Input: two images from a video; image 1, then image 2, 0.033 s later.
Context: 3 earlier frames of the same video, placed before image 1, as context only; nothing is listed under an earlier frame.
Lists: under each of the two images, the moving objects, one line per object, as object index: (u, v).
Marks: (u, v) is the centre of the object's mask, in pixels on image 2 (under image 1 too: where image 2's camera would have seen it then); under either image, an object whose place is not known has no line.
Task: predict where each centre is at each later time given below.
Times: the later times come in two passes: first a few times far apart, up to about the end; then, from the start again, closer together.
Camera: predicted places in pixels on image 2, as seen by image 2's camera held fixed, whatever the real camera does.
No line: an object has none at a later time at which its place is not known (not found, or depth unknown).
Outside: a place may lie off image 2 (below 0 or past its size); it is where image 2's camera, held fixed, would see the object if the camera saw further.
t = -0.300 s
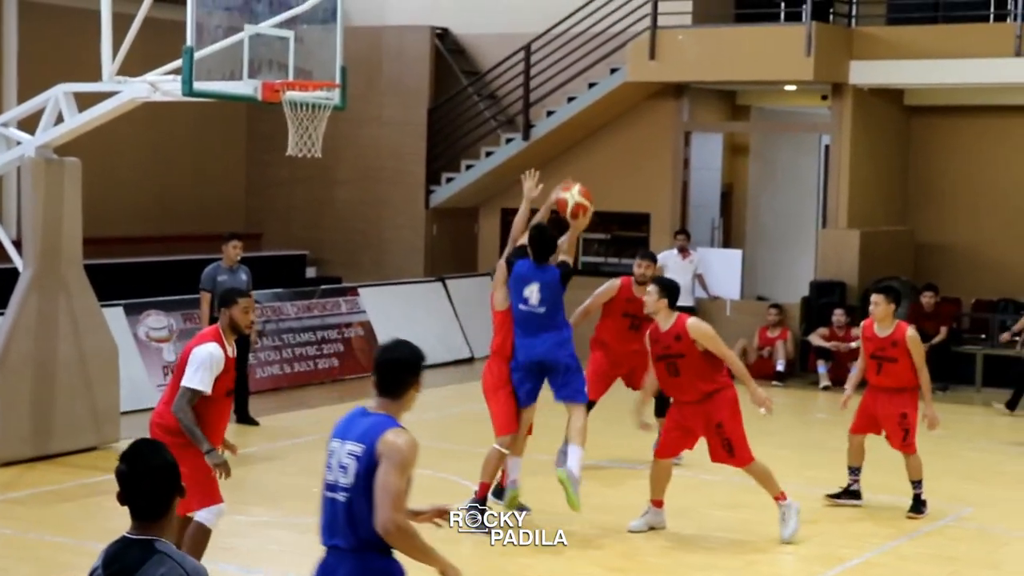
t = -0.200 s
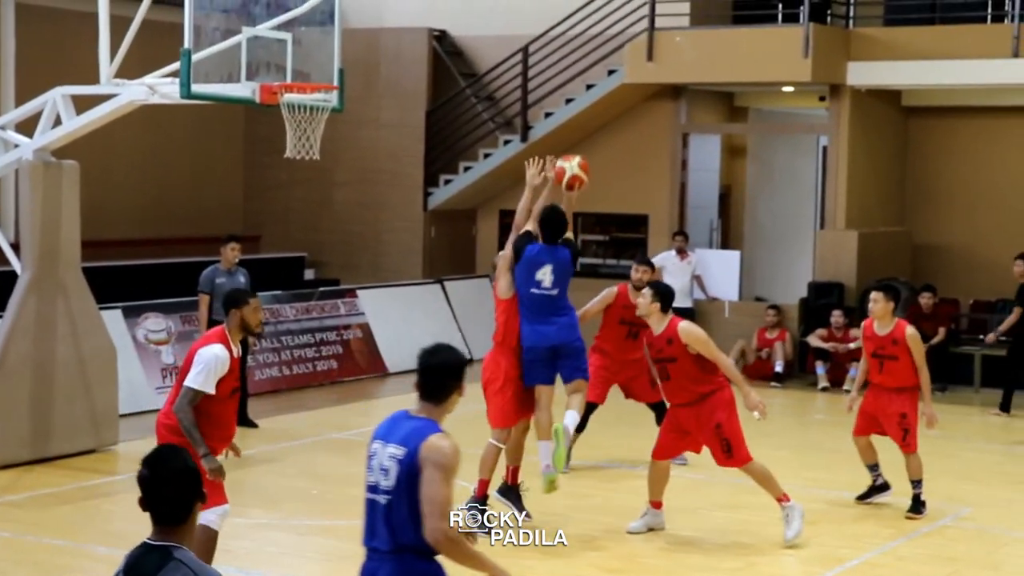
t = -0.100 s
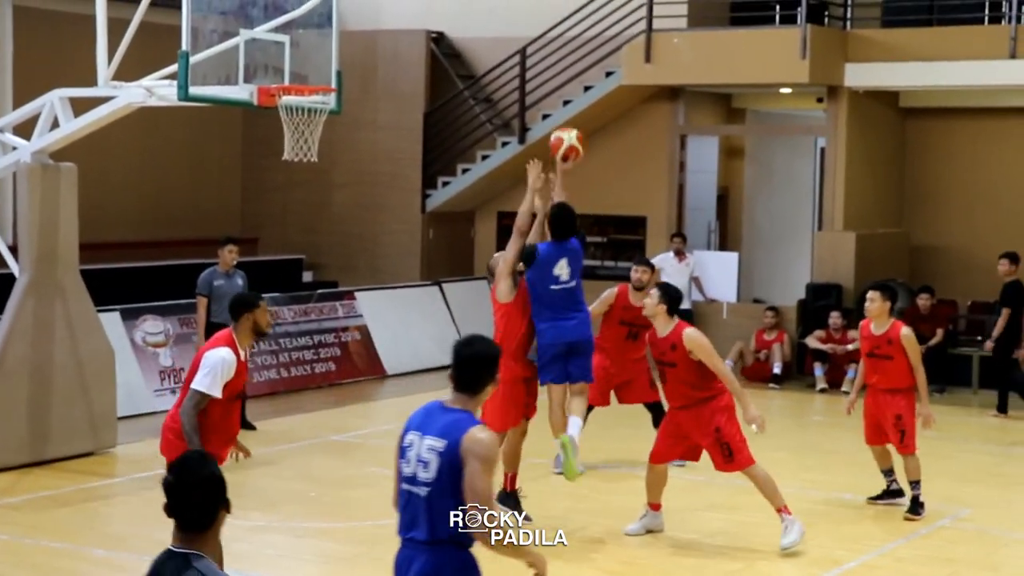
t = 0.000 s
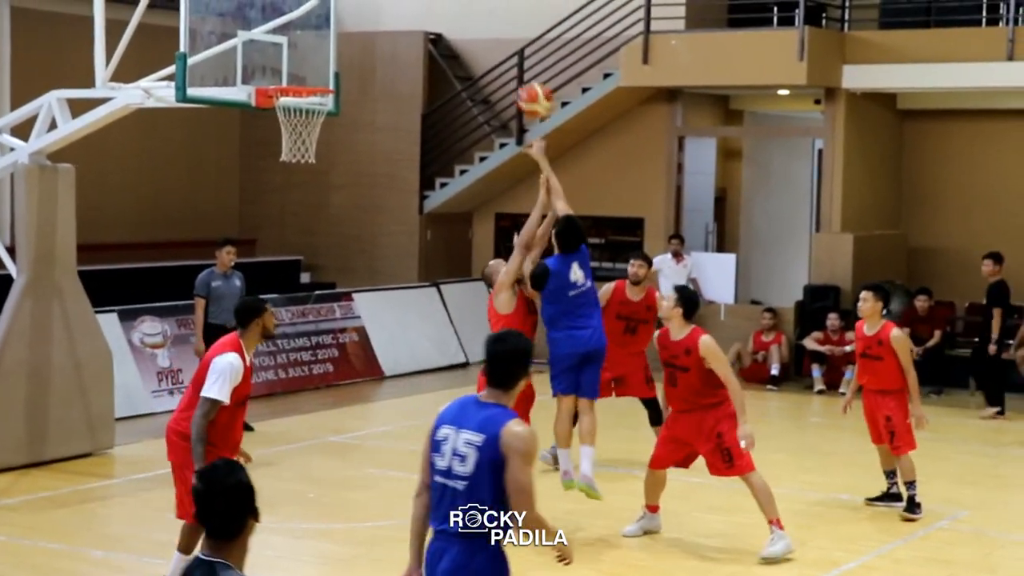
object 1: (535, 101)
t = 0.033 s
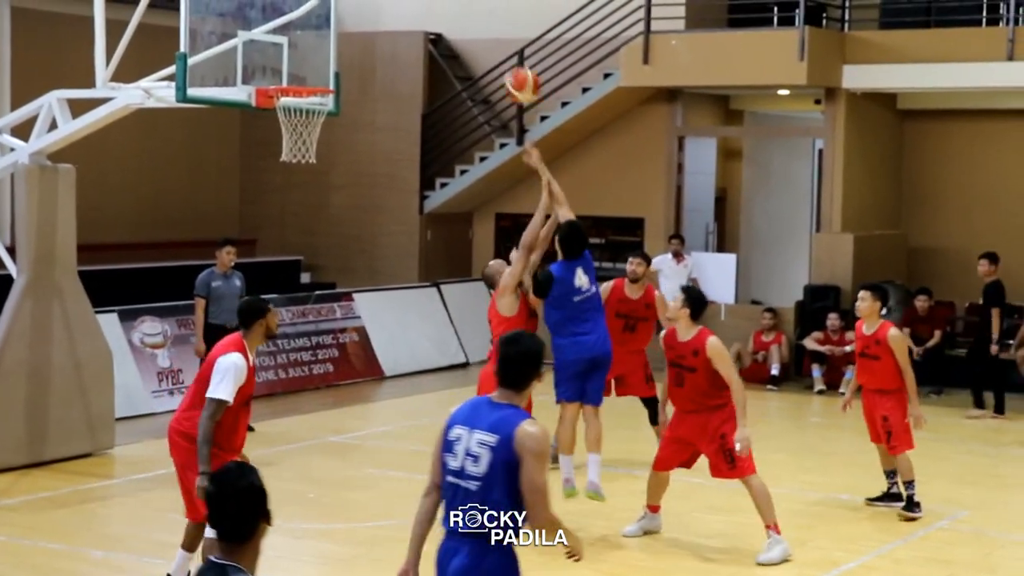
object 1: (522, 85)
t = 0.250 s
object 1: (435, 27)
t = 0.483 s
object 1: (347, 37)
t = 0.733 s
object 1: (297, 109)
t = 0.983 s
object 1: (321, 179)
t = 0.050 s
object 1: (516, 77)
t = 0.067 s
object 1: (509, 71)
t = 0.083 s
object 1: (501, 65)
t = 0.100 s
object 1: (495, 59)
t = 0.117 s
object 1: (488, 54)
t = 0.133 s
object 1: (481, 49)
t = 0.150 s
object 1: (476, 45)
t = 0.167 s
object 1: (468, 41)
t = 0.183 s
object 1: (461, 37)
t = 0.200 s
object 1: (455, 34)
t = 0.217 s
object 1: (448, 32)
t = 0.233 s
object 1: (442, 29)
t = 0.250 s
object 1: (435, 27)
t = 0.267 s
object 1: (429, 25)
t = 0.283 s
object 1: (422, 23)
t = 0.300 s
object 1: (416, 22)
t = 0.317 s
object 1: (409, 22)
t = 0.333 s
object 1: (403, 22)
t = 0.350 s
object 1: (397, 22)
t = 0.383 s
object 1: (385, 23)
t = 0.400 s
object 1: (379, 25)
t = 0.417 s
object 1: (372, 26)
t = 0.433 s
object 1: (366, 28)
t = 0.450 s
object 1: (358, 31)
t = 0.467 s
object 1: (352, 34)
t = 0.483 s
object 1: (347, 37)
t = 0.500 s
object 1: (340, 40)
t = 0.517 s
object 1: (334, 44)
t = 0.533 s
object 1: (327, 48)
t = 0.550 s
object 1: (321, 53)
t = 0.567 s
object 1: (315, 58)
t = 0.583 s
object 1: (309, 63)
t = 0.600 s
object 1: (303, 69)
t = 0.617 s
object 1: (298, 73)
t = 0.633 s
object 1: (291, 80)
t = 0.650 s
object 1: (290, 85)
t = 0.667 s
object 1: (291, 90)
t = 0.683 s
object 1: (293, 94)
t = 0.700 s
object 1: (294, 98)
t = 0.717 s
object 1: (296, 104)
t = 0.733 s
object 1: (297, 109)
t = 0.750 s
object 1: (299, 116)
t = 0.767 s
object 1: (301, 118)
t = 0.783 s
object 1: (304, 123)
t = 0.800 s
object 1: (306, 128)
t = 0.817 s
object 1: (308, 133)
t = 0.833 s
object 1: (308, 135)
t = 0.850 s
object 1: (311, 140)
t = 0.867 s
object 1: (312, 143)
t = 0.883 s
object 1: (313, 148)
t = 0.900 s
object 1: (315, 152)
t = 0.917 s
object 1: (316, 158)
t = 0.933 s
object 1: (318, 163)
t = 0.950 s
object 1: (319, 167)
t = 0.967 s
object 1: (320, 173)
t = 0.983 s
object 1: (321, 179)
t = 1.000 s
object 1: (323, 186)
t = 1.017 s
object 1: (325, 193)
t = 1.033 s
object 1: (326, 200)
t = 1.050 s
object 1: (327, 208)
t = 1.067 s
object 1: (328, 216)
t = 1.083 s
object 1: (329, 224)
